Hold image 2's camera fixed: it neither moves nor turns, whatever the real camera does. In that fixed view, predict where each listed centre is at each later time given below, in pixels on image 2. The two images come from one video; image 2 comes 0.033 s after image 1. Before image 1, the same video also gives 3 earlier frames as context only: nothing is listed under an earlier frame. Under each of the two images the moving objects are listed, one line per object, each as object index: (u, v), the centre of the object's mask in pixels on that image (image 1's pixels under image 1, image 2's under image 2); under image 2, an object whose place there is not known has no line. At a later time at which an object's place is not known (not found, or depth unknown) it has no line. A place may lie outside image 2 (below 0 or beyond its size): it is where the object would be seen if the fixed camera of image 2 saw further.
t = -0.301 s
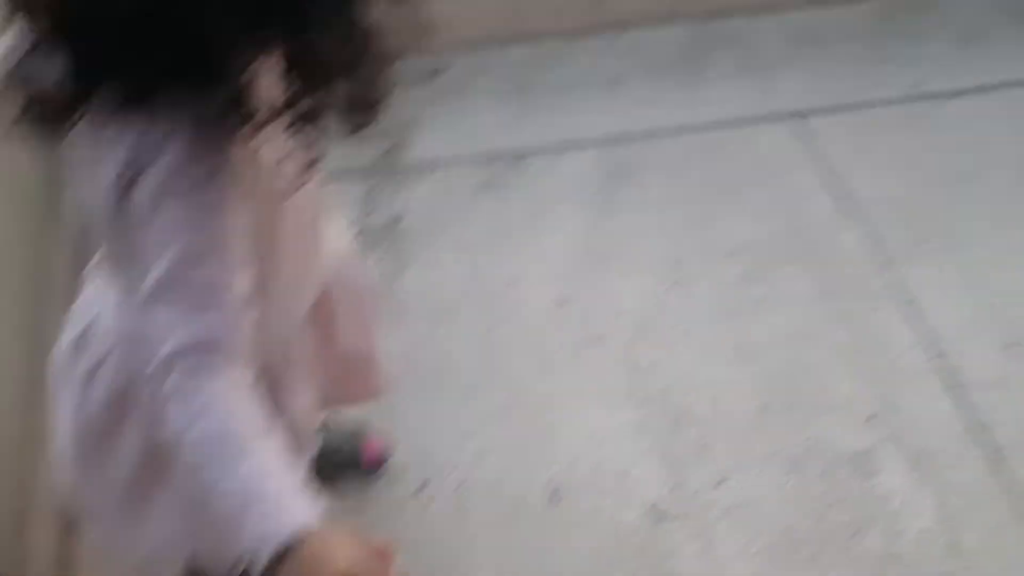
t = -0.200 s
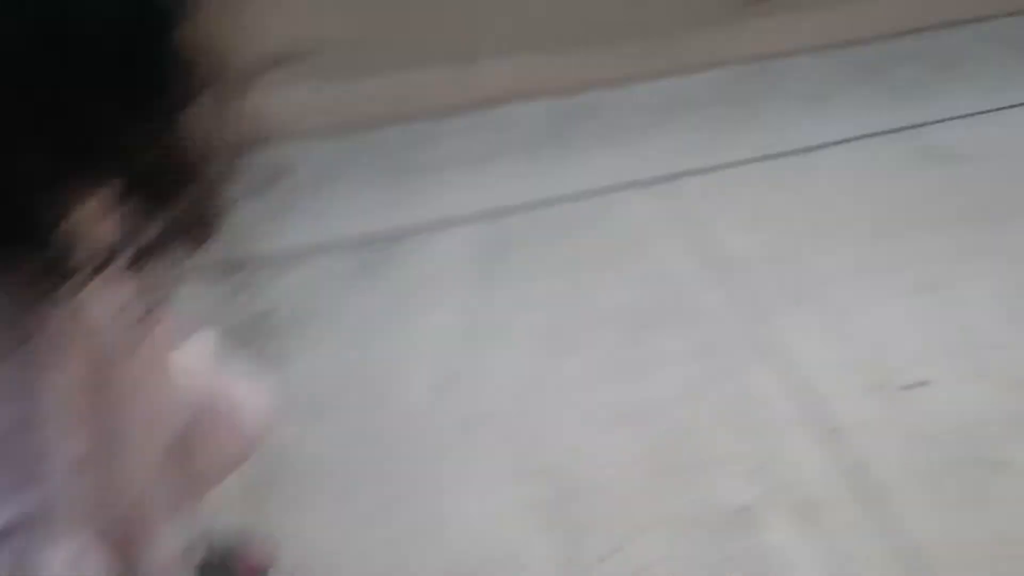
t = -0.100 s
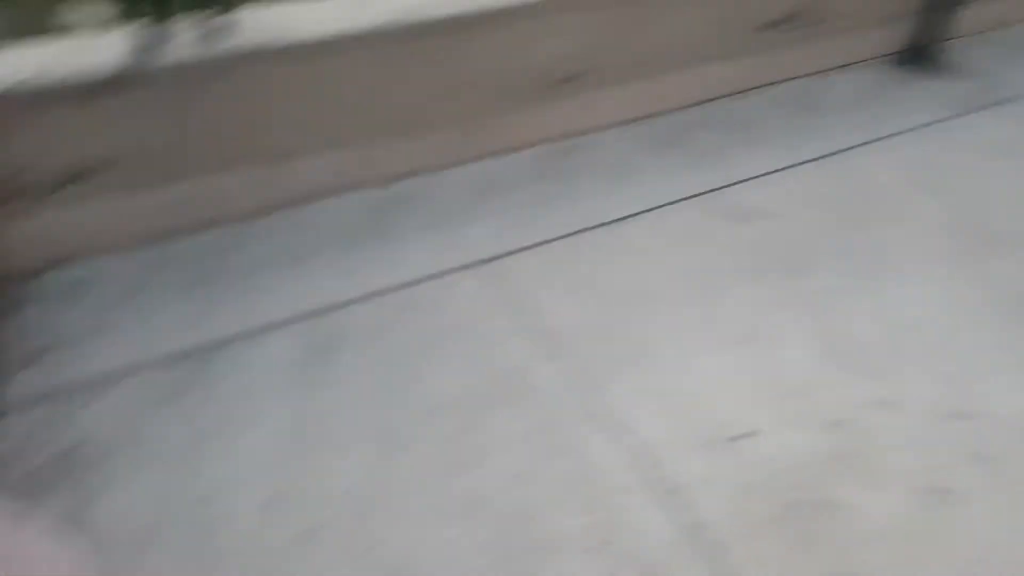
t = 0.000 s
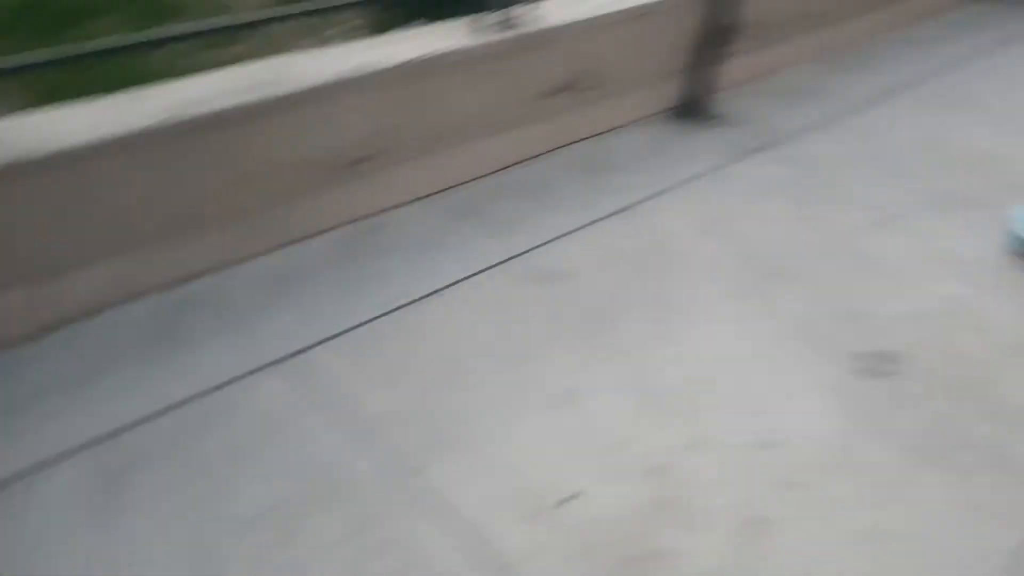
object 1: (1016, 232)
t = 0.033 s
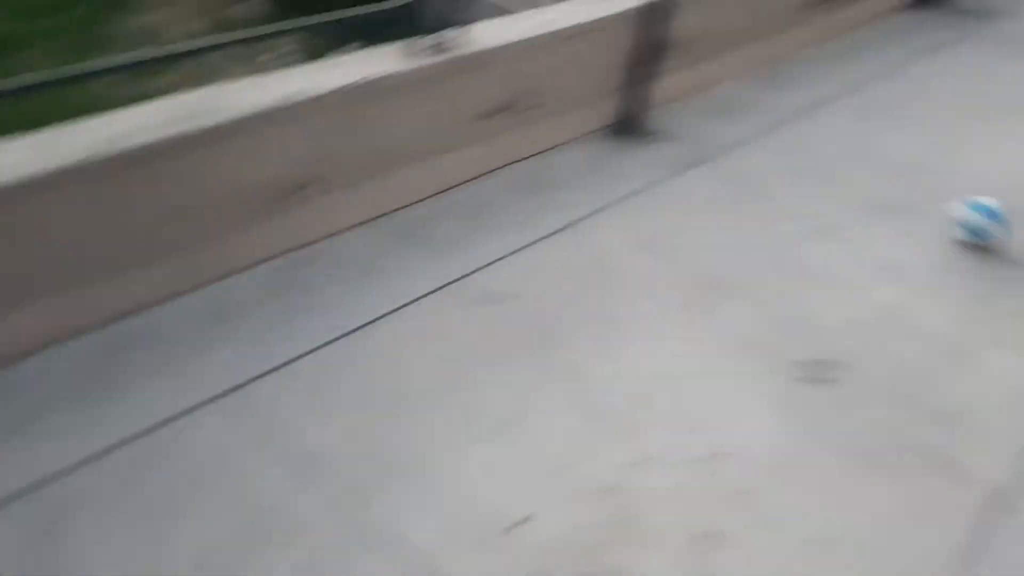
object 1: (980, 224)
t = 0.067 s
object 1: (993, 215)
